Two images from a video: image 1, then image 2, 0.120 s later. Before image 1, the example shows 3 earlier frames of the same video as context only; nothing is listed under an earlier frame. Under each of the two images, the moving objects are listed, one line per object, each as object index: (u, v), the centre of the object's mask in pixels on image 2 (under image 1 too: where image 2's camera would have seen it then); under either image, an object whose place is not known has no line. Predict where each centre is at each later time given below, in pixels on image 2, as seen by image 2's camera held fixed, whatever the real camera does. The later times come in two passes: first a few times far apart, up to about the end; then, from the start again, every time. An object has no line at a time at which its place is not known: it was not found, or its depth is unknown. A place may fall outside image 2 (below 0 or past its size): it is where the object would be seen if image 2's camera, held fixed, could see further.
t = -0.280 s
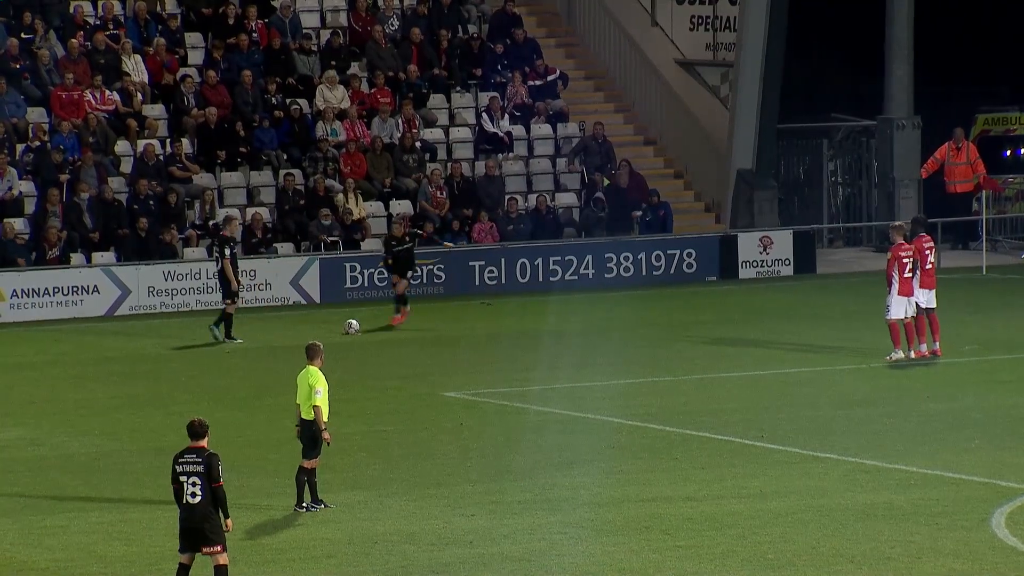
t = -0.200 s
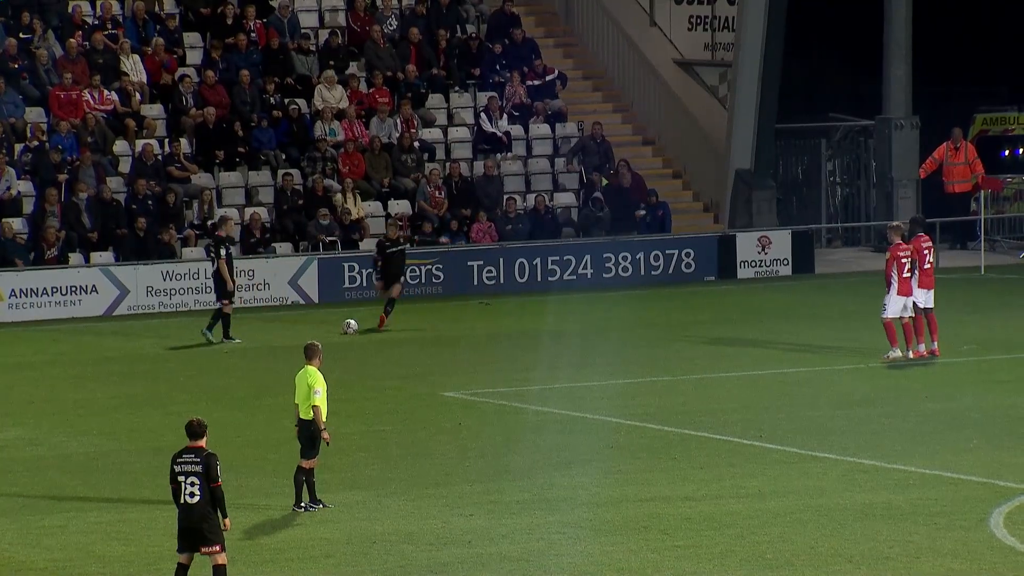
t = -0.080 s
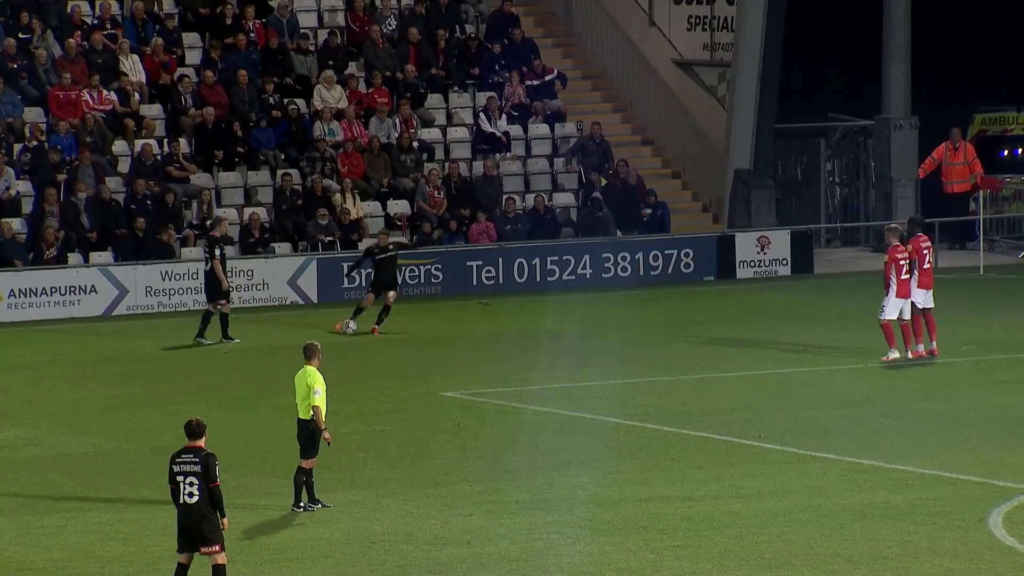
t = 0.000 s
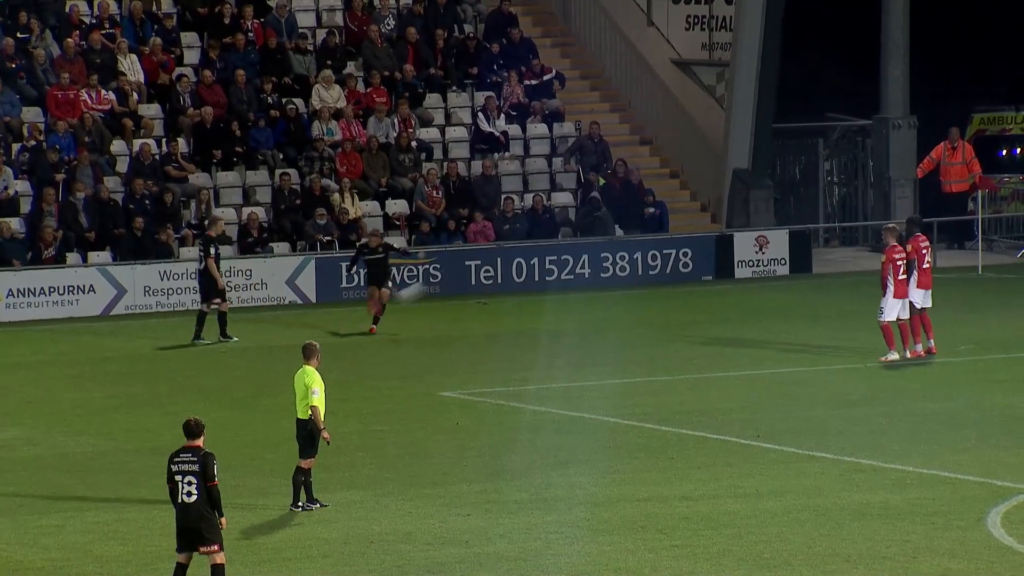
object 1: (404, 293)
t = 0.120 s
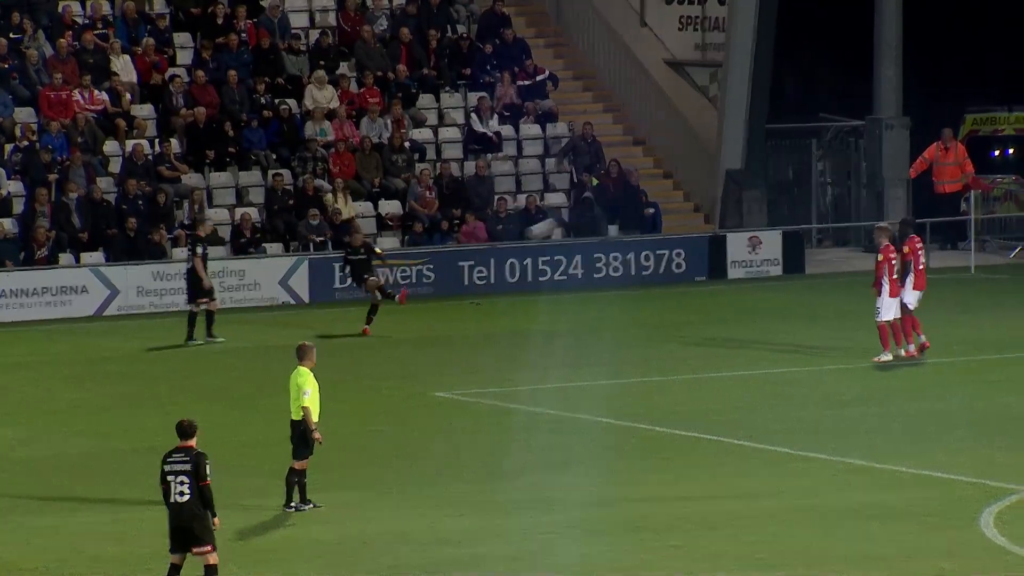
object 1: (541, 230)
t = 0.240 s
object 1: (688, 174)
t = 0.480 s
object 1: (1007, 87)
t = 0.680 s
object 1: (1324, 37)
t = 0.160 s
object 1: (590, 210)
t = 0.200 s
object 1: (636, 192)
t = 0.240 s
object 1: (688, 174)
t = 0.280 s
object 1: (739, 157)
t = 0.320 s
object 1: (790, 141)
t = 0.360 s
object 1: (843, 127)
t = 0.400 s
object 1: (896, 112)
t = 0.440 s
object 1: (950, 99)
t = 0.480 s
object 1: (1007, 87)
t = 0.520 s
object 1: (1065, 76)
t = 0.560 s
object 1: (1126, 66)
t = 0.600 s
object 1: (1190, 55)
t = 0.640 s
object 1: (1256, 45)
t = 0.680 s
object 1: (1324, 37)
